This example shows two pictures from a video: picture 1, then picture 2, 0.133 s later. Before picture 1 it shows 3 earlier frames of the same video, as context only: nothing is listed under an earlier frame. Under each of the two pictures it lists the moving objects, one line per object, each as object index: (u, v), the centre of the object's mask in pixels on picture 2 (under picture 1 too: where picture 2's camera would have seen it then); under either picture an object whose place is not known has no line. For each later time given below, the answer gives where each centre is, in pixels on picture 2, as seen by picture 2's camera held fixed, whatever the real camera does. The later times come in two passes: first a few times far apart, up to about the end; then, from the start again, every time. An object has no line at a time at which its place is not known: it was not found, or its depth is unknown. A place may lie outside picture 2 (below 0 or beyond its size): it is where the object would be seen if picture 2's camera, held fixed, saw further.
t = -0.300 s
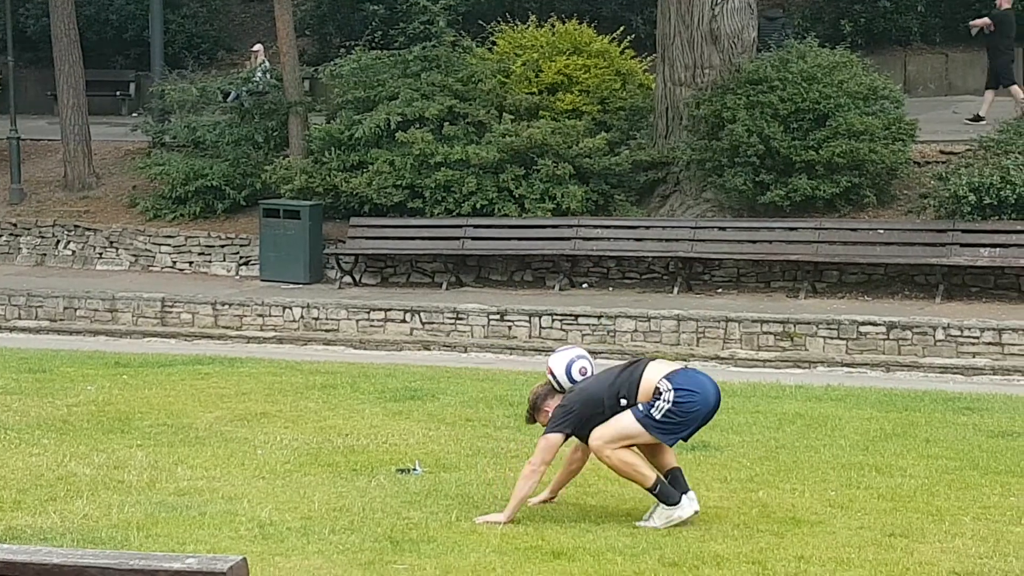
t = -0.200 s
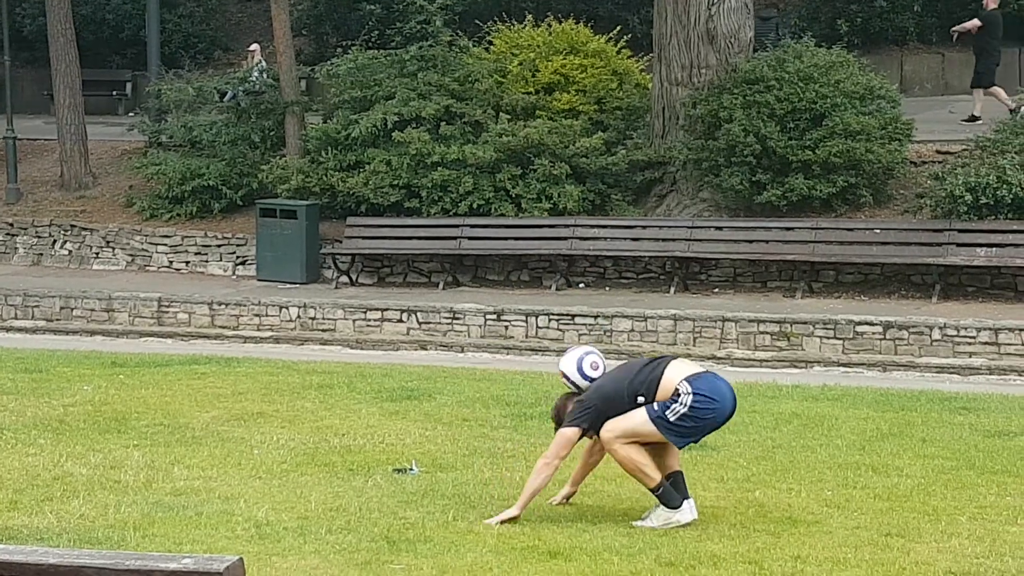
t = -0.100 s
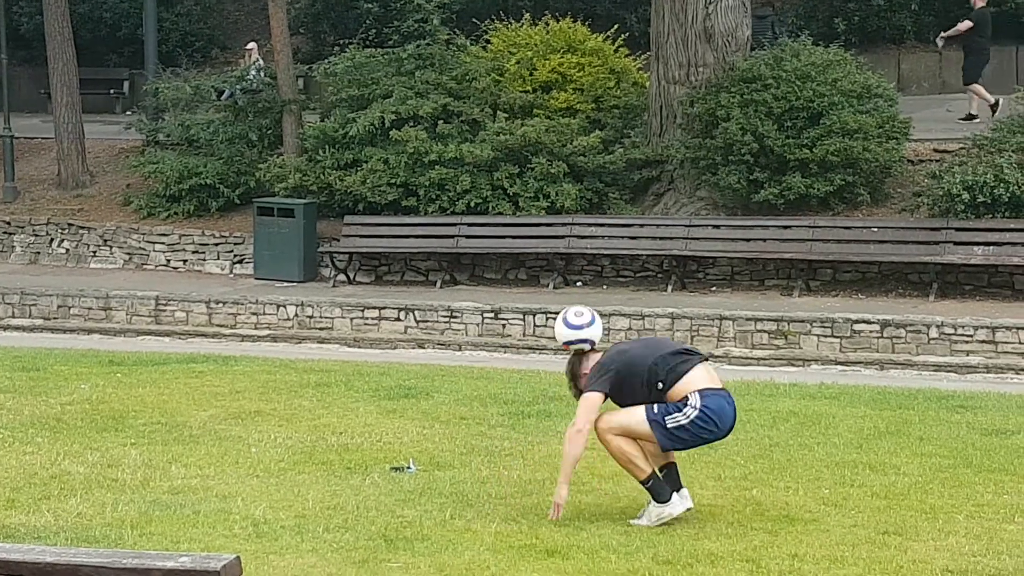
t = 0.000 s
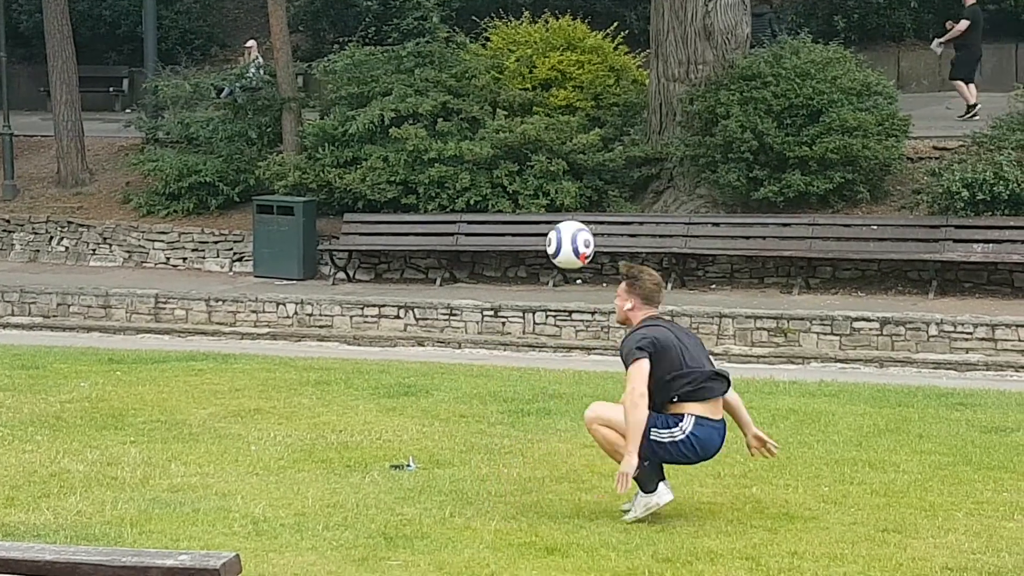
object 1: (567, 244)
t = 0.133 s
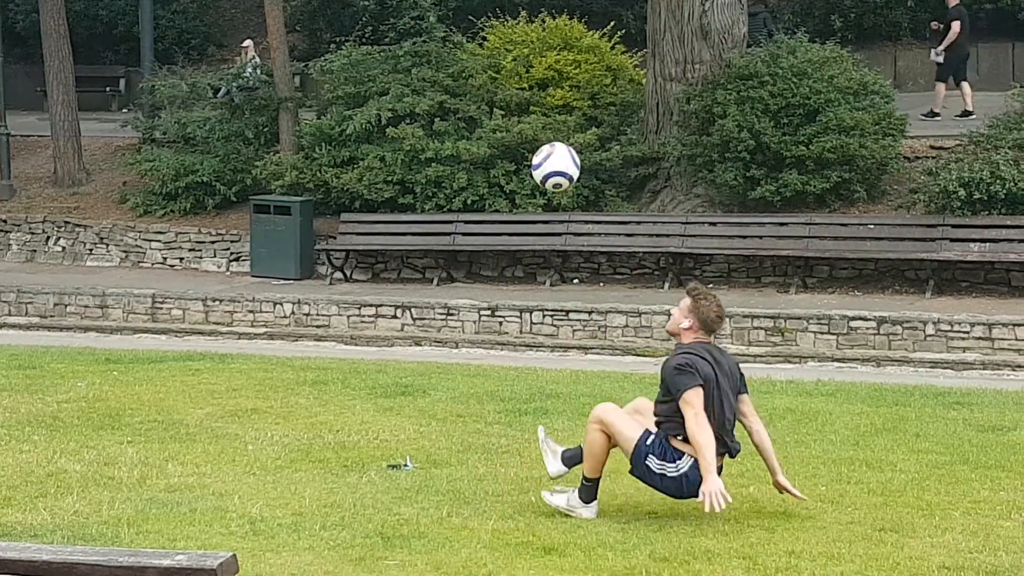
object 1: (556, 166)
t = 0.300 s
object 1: (541, 123)
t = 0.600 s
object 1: (516, 195)
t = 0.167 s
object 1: (553, 153)
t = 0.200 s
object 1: (550, 142)
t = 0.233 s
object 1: (547, 133)
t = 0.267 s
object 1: (544, 127)
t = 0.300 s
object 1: (541, 123)
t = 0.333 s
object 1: (539, 121)
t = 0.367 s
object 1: (536, 121)
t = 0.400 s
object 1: (533, 124)
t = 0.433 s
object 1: (530, 130)
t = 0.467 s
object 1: (527, 138)
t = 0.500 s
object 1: (524, 148)
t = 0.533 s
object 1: (521, 161)
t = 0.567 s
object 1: (518, 177)
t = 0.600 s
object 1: (516, 195)
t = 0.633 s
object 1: (513, 215)
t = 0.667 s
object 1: (510, 239)
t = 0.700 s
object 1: (508, 263)
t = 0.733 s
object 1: (505, 291)
